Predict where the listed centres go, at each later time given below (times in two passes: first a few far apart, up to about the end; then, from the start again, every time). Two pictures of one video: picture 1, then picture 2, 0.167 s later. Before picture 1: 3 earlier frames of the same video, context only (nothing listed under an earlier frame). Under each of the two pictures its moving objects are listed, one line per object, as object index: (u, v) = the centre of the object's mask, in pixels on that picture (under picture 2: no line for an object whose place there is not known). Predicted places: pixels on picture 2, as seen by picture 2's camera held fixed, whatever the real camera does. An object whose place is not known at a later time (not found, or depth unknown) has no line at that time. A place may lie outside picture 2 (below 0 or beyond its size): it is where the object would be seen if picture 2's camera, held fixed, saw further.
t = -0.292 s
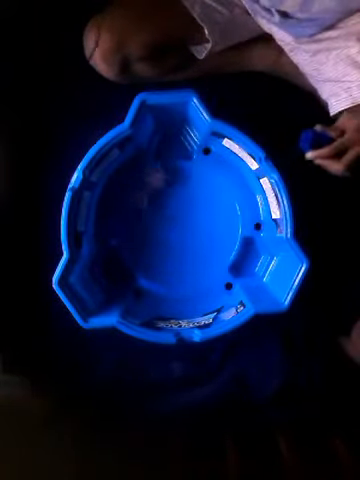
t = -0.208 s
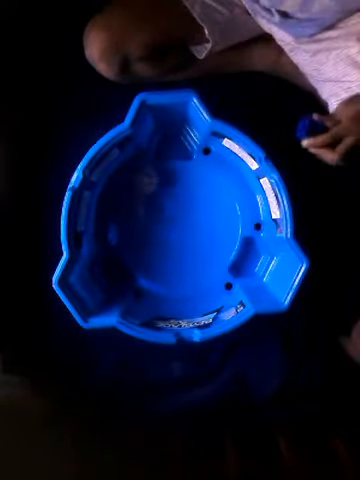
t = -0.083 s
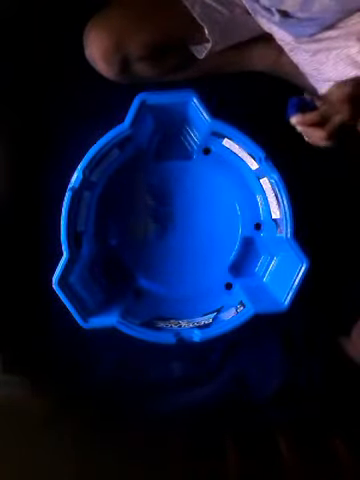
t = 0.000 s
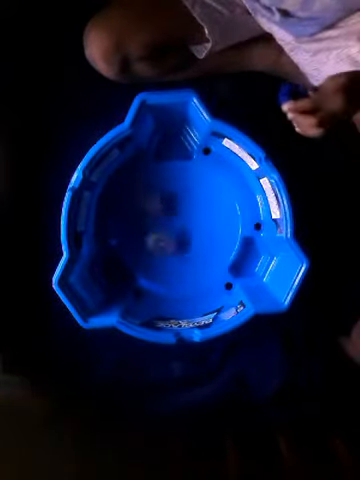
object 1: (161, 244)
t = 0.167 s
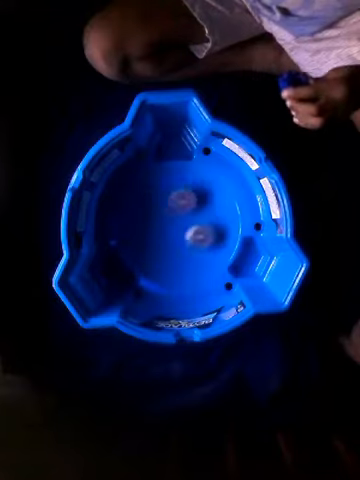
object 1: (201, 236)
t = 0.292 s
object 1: (220, 210)
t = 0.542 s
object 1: (200, 173)
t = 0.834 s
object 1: (166, 201)
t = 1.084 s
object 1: (189, 239)
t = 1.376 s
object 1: (226, 227)
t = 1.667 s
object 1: (201, 198)
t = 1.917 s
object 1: (164, 219)
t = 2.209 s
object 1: (169, 256)
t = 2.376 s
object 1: (189, 256)
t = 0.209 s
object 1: (209, 228)
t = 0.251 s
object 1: (216, 220)
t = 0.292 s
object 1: (220, 210)
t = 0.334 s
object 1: (222, 202)
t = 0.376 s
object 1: (222, 193)
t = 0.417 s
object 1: (220, 184)
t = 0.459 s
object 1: (215, 179)
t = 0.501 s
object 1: (208, 176)
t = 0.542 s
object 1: (200, 173)
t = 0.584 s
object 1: (193, 172)
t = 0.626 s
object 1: (186, 173)
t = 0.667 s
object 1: (179, 175)
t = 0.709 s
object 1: (174, 181)
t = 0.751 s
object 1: (170, 187)
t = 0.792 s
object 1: (167, 194)
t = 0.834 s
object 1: (166, 201)
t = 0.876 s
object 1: (167, 209)
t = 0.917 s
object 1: (169, 217)
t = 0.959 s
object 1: (172, 224)
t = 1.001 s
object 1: (177, 230)
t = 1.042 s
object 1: (183, 235)
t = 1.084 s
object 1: (189, 239)
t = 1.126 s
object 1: (196, 240)
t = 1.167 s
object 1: (203, 241)
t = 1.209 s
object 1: (209, 241)
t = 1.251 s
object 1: (214, 239)
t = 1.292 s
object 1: (219, 236)
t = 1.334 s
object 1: (223, 232)
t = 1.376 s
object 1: (226, 227)
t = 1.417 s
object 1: (227, 222)
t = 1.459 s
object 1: (226, 216)
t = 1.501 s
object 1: (223, 210)
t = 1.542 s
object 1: (220, 206)
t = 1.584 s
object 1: (215, 203)
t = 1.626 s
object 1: (208, 200)
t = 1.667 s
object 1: (201, 198)
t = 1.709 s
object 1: (194, 200)
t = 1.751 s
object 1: (187, 202)
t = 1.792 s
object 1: (180, 204)
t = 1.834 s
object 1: (174, 208)
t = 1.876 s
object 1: (168, 214)
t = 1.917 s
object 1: (164, 219)
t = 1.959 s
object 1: (161, 226)
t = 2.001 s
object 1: (160, 232)
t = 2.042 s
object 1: (160, 238)
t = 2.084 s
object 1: (160, 244)
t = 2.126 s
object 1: (162, 250)
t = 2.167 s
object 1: (165, 254)
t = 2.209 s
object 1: (169, 256)
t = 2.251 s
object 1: (174, 259)
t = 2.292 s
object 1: (179, 260)
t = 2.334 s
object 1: (184, 258)
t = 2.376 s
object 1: (189, 256)
